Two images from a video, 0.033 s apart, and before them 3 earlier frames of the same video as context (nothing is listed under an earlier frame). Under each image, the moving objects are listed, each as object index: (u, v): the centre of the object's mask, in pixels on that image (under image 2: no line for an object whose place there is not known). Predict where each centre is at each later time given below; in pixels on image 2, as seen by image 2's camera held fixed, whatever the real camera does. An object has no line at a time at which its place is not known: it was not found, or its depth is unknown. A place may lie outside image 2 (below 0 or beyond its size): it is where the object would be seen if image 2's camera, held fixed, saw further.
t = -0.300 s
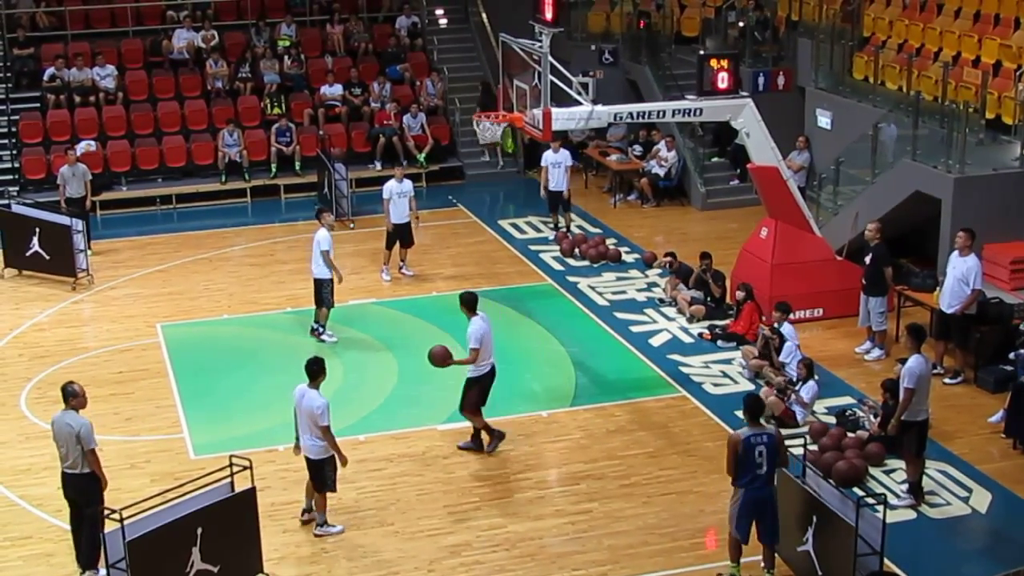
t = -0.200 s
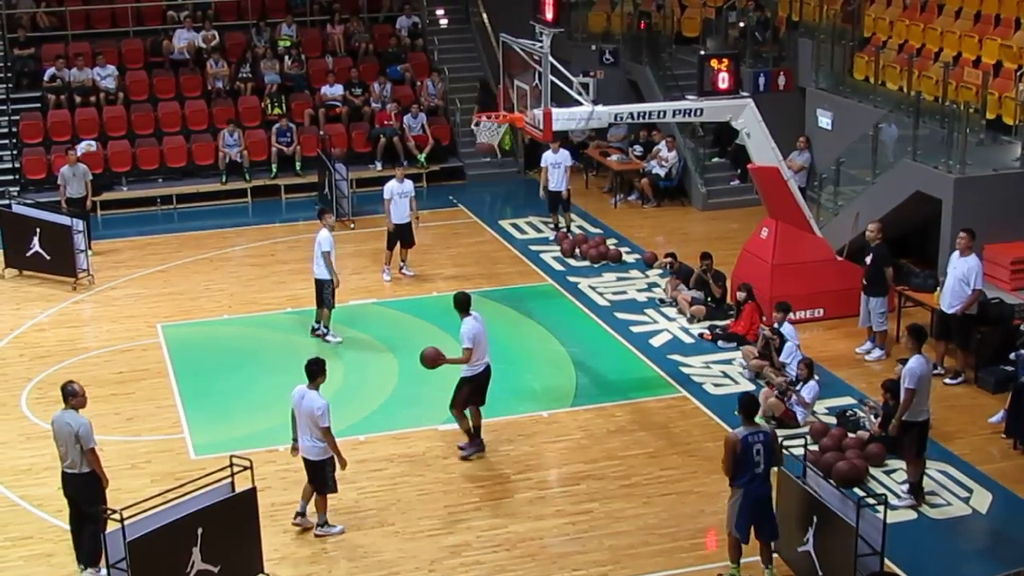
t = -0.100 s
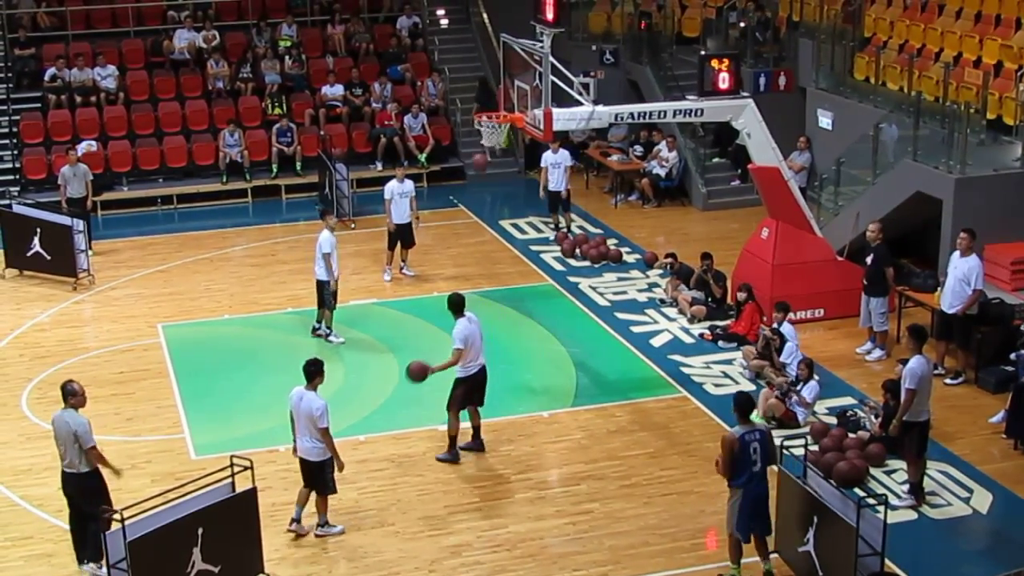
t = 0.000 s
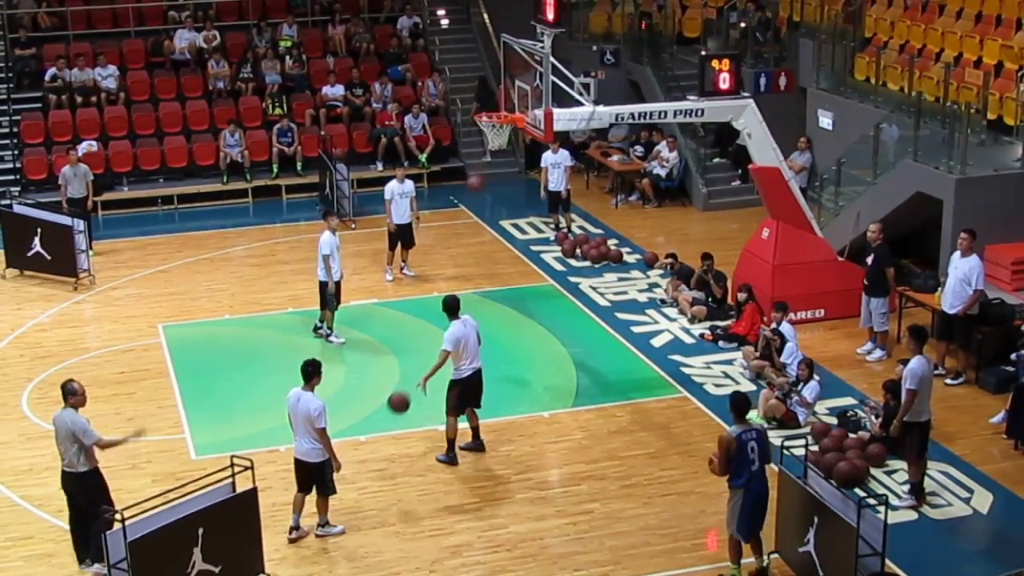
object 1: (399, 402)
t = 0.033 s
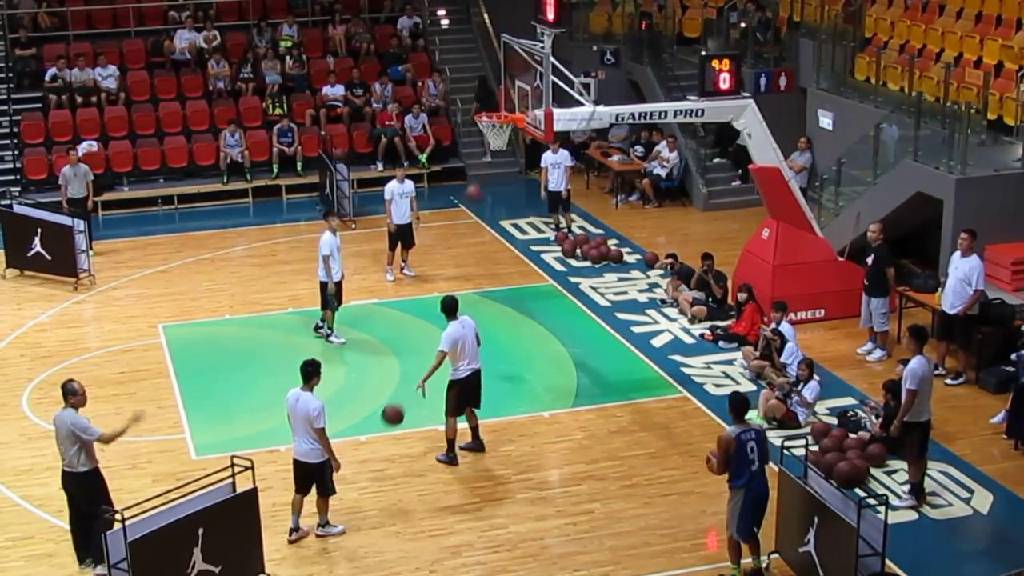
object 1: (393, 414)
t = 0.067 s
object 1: (387, 427)
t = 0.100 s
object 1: (381, 442)
